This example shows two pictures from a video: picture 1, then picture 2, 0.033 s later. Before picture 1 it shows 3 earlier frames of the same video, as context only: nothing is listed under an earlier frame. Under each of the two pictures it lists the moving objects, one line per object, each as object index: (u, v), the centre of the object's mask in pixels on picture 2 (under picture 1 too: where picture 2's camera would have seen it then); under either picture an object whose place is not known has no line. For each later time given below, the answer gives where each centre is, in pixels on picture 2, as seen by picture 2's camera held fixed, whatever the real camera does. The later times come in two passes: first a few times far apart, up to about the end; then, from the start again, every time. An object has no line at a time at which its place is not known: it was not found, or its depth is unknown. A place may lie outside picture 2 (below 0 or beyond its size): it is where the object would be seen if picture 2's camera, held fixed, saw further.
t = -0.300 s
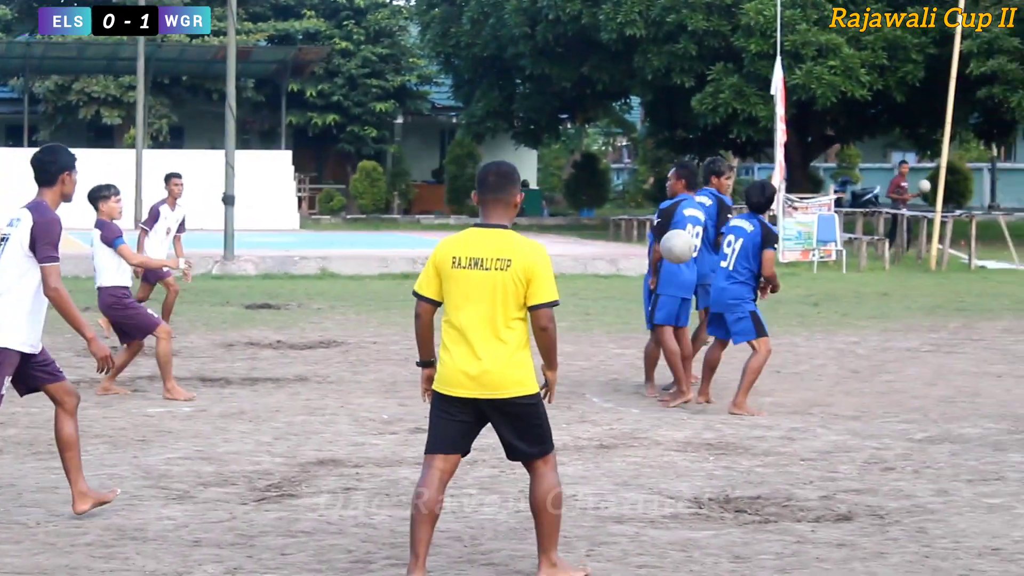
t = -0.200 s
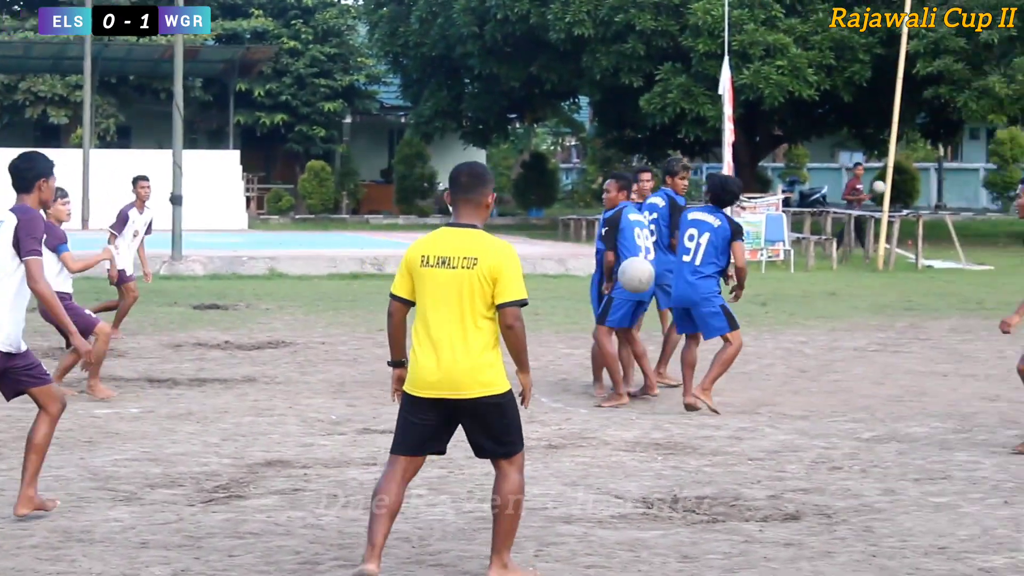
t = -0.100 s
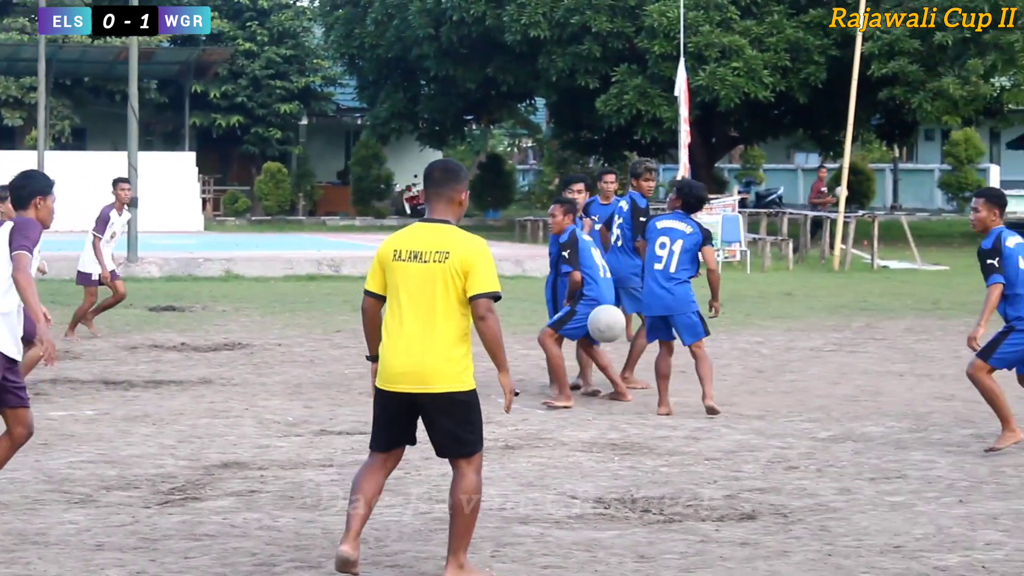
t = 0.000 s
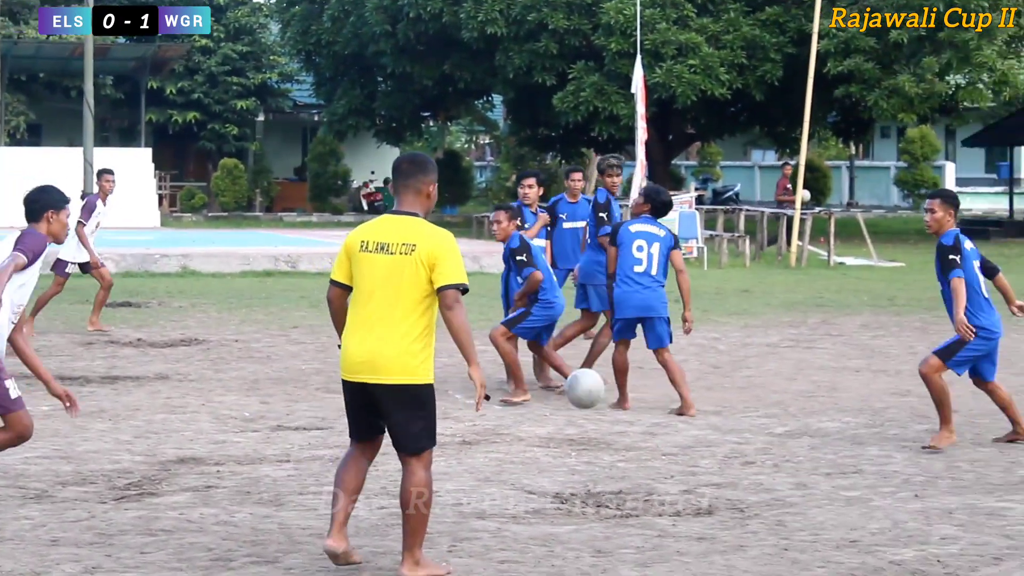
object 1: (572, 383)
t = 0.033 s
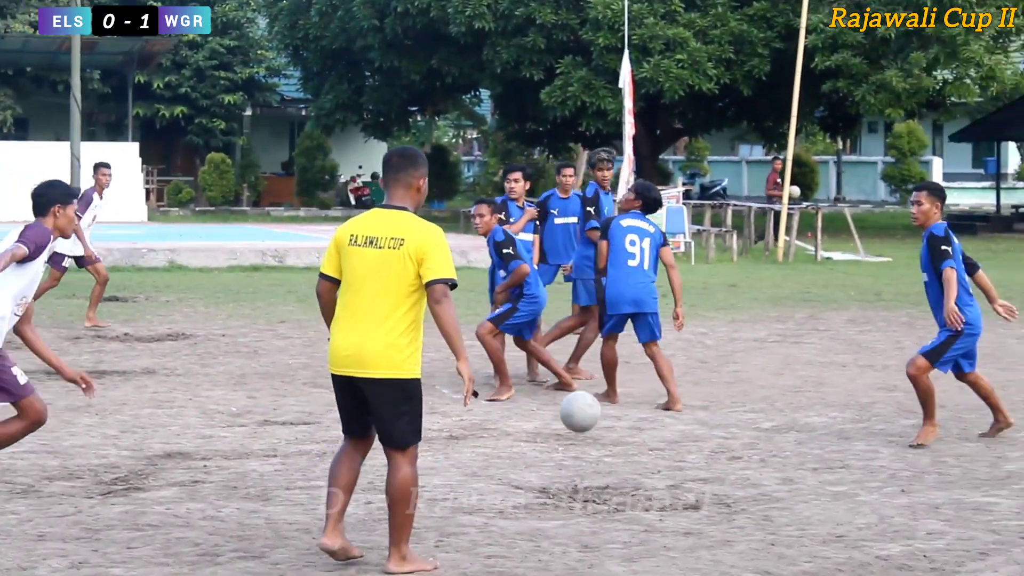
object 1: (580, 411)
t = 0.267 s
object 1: (639, 422)
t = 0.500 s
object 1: (699, 456)
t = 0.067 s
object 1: (591, 443)
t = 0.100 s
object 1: (599, 464)
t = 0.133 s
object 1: (608, 452)
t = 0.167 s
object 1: (616, 442)
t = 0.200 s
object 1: (622, 433)
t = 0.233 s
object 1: (630, 426)
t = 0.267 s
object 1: (639, 422)
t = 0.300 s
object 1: (647, 420)
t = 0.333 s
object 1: (654, 419)
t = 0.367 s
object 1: (662, 421)
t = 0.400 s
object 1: (672, 427)
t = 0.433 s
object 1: (681, 434)
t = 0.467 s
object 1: (688, 443)
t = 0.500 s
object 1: (699, 456)
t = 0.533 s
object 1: (710, 473)
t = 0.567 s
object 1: (718, 489)
